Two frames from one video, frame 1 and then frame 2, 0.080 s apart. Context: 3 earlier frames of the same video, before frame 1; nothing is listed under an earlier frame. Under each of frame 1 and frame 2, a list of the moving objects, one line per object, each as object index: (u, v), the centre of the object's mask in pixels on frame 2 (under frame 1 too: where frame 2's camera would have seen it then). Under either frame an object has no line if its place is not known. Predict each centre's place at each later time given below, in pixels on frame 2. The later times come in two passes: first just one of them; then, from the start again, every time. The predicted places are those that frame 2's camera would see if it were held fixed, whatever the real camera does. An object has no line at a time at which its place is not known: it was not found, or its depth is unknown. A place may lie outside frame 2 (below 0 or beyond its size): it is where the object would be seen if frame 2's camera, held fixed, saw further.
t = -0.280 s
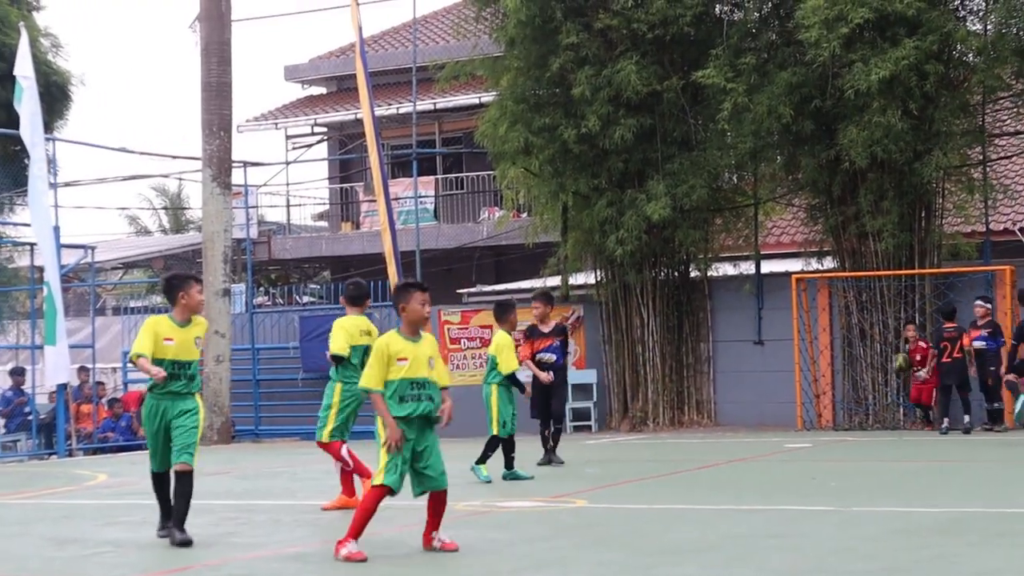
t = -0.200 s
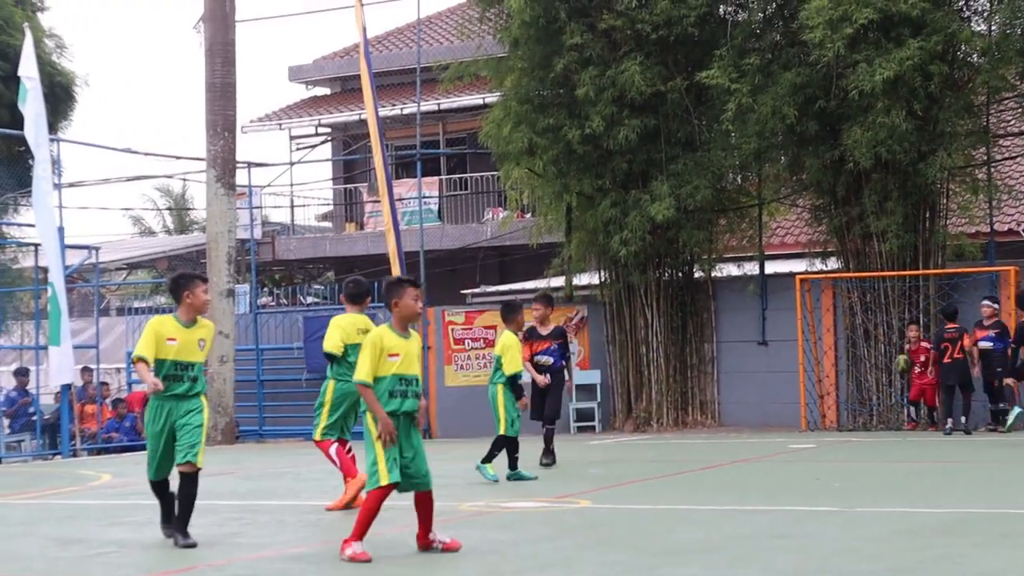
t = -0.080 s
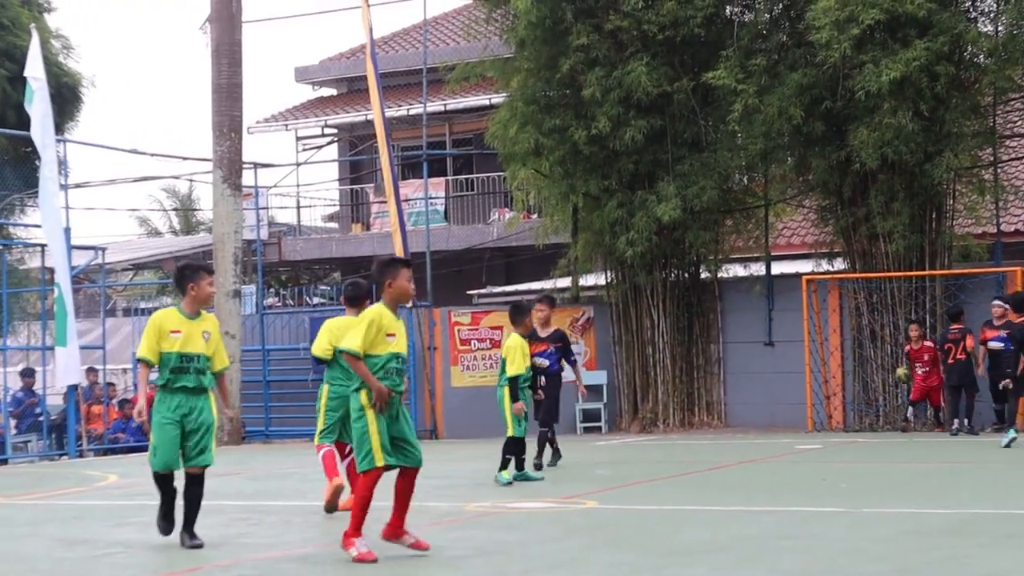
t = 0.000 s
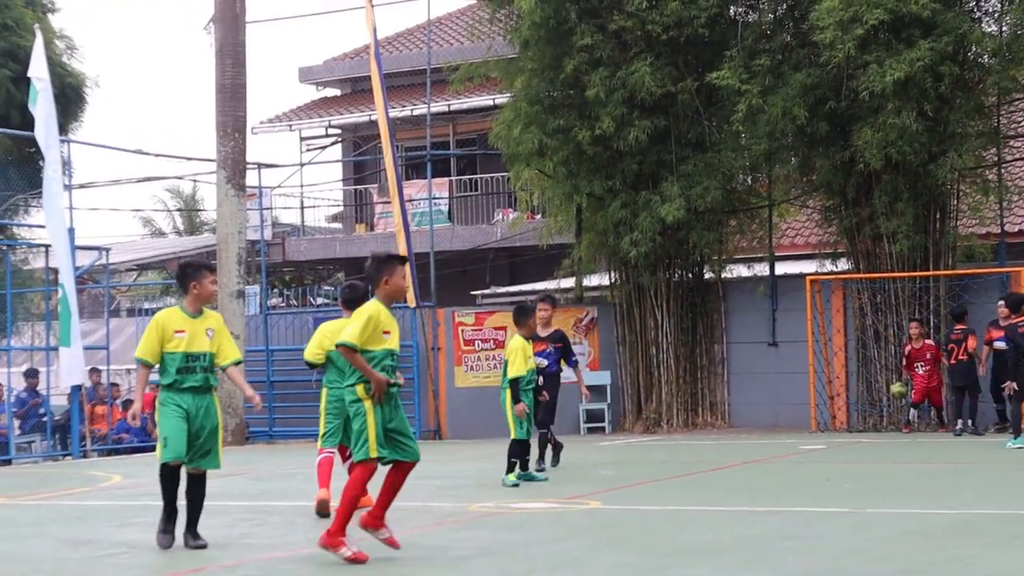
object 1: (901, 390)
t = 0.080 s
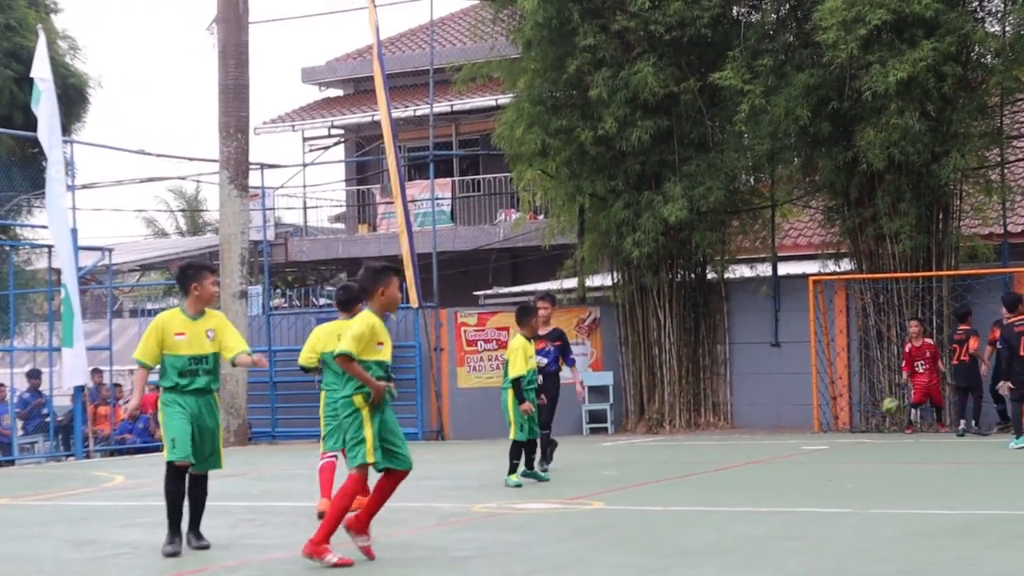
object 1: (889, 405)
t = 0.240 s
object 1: (867, 416)
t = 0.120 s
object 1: (884, 414)
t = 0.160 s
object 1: (878, 426)
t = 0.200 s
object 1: (873, 421)
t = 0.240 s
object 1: (867, 416)
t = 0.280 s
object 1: (862, 413)
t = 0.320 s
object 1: (857, 411)
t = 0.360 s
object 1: (853, 411)
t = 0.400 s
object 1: (847, 412)
